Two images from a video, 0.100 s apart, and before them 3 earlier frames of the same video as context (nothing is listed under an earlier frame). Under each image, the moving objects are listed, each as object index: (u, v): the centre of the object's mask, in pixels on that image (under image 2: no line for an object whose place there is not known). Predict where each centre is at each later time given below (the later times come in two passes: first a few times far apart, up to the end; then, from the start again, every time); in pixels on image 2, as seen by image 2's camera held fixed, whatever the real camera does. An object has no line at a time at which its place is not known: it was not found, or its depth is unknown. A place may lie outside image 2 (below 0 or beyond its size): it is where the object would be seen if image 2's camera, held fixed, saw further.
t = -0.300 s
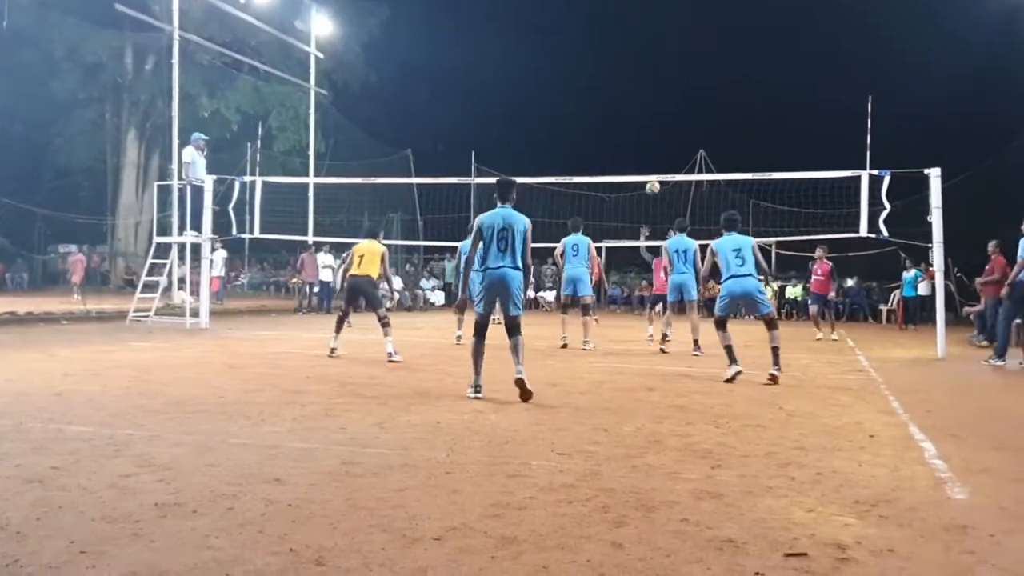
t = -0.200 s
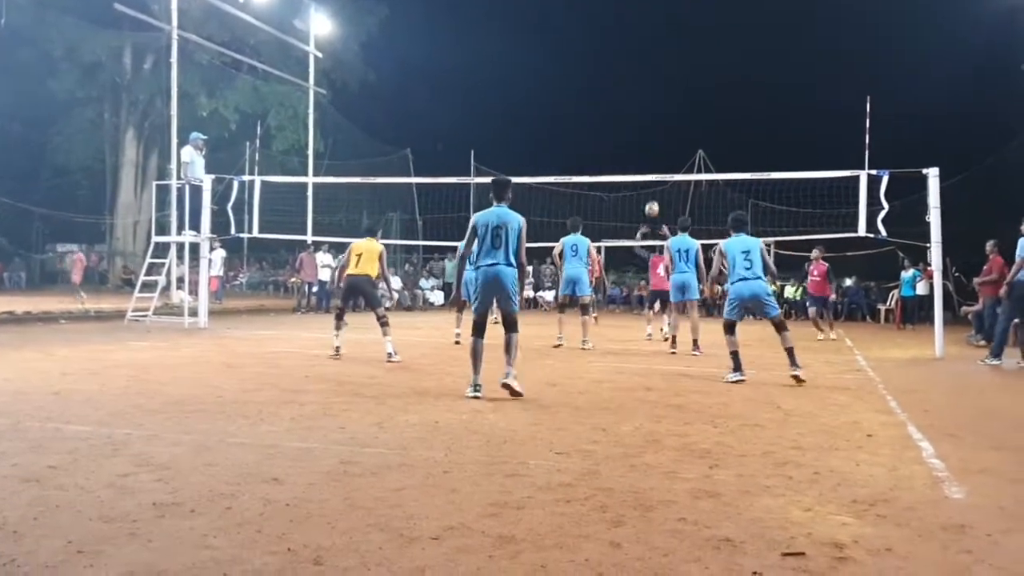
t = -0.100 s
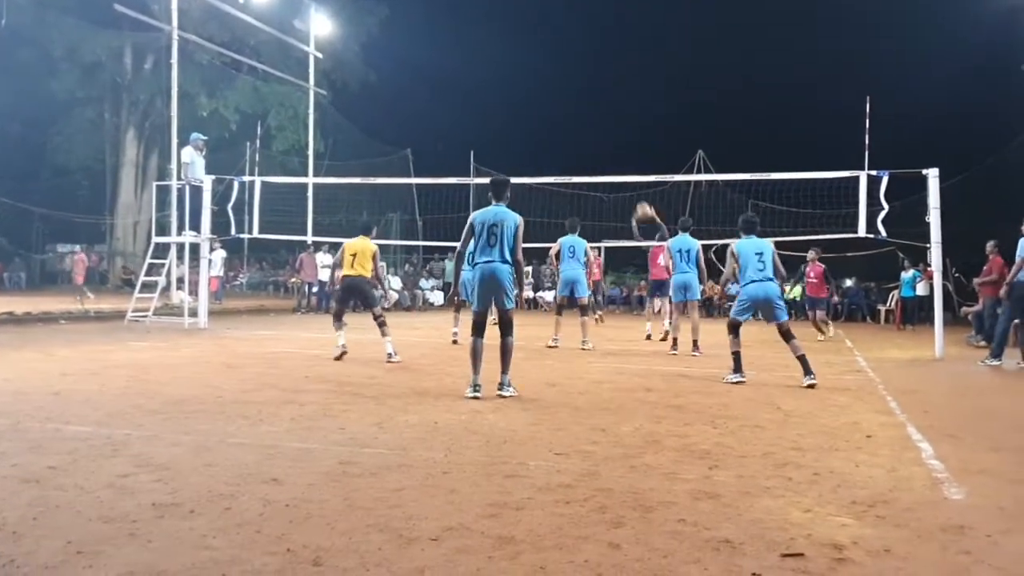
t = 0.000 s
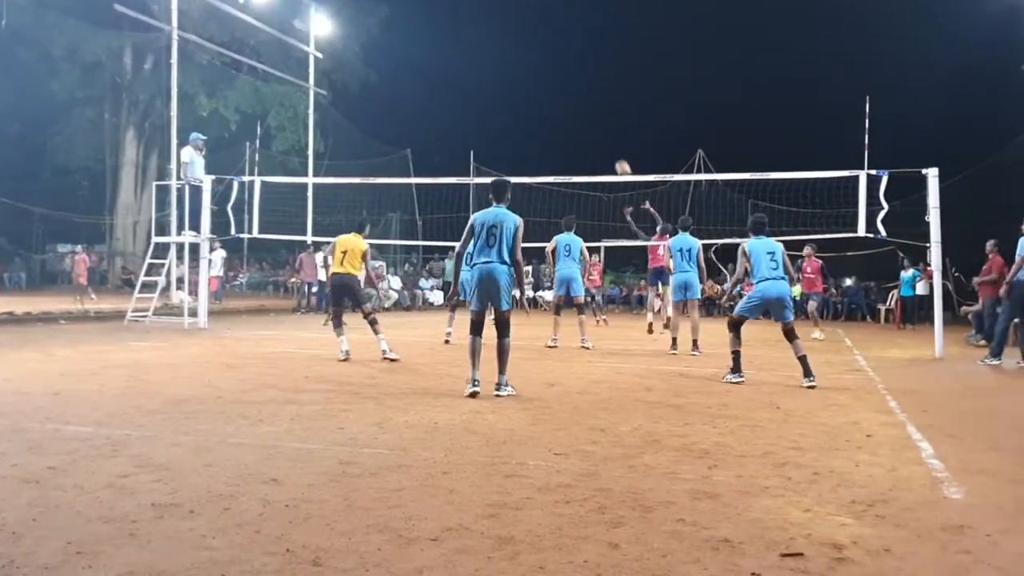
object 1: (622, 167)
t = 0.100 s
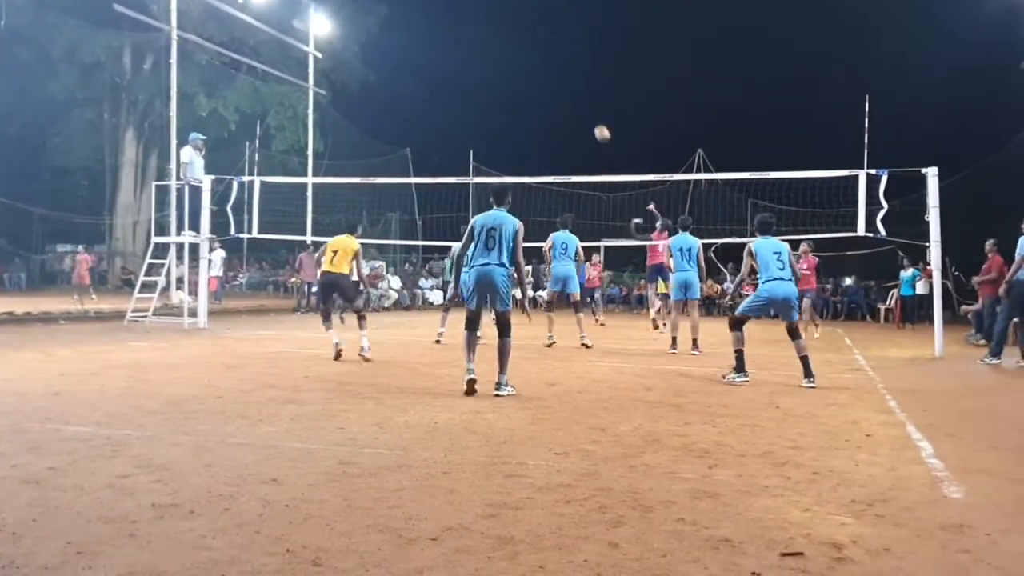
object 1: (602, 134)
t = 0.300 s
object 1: (561, 82)
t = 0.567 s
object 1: (510, 53)
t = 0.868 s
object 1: (455, 68)
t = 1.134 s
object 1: (408, 124)
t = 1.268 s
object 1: (385, 165)
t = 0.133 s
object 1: (594, 123)
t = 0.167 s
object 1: (588, 114)
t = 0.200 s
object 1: (581, 105)
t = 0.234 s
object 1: (574, 96)
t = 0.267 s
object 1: (567, 89)
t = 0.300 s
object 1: (561, 82)
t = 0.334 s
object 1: (554, 76)
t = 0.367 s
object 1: (548, 71)
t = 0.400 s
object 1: (542, 66)
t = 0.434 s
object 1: (536, 62)
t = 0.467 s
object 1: (529, 59)
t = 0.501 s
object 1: (523, 56)
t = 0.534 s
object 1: (517, 54)
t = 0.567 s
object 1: (510, 53)
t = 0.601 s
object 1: (504, 51)
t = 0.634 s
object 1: (498, 51)
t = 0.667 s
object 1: (492, 52)
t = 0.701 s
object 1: (486, 53)
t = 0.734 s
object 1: (479, 55)
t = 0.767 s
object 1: (473, 57)
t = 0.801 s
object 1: (467, 60)
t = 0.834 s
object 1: (461, 64)
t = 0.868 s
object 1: (455, 68)
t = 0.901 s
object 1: (449, 73)
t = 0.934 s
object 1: (443, 79)
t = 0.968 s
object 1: (437, 85)
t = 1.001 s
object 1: (431, 91)
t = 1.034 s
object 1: (425, 99)
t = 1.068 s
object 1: (419, 106)
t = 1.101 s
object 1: (413, 115)
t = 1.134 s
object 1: (408, 124)
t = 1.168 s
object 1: (402, 133)
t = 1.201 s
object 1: (396, 143)
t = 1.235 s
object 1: (391, 154)
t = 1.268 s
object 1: (385, 165)
